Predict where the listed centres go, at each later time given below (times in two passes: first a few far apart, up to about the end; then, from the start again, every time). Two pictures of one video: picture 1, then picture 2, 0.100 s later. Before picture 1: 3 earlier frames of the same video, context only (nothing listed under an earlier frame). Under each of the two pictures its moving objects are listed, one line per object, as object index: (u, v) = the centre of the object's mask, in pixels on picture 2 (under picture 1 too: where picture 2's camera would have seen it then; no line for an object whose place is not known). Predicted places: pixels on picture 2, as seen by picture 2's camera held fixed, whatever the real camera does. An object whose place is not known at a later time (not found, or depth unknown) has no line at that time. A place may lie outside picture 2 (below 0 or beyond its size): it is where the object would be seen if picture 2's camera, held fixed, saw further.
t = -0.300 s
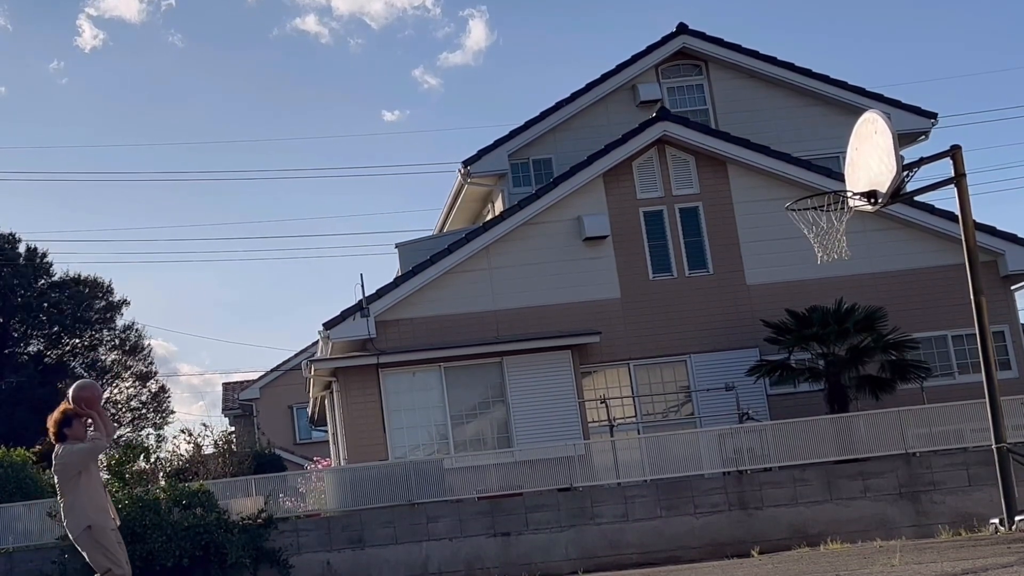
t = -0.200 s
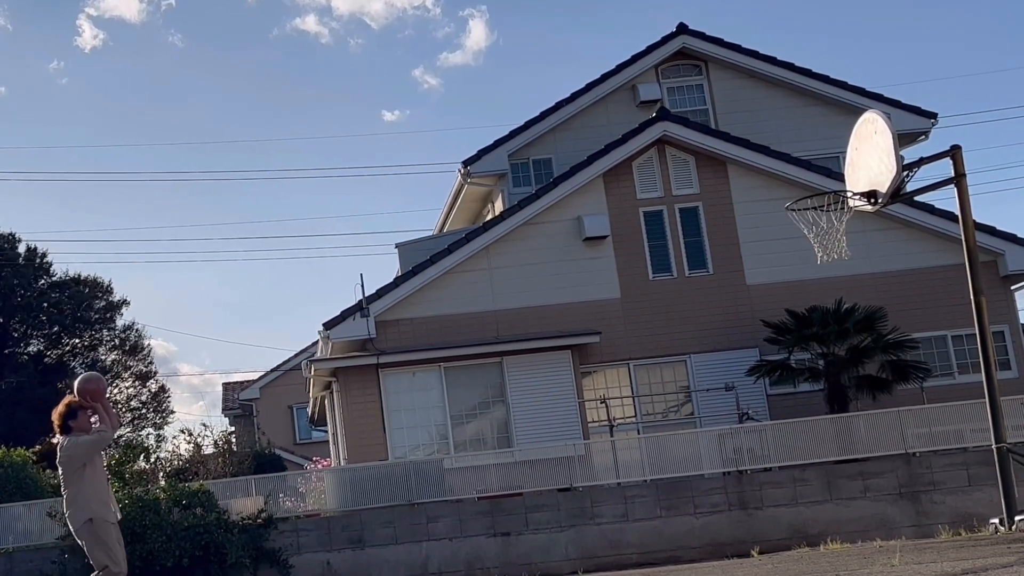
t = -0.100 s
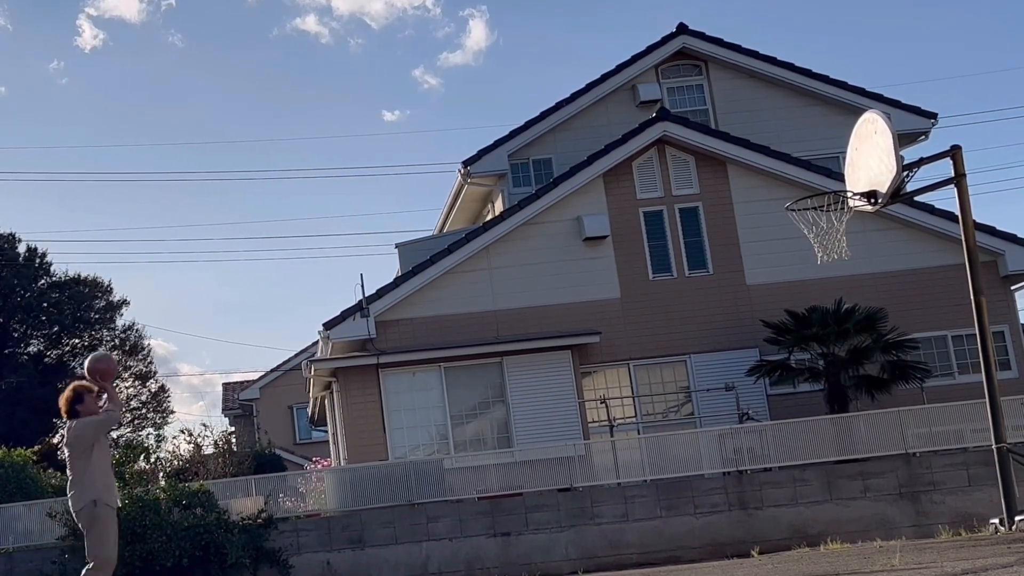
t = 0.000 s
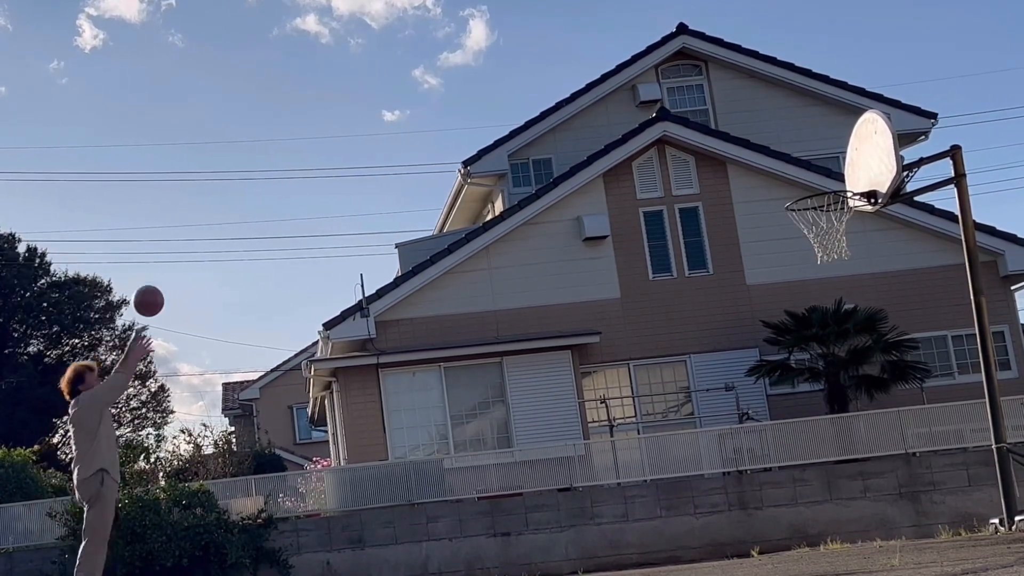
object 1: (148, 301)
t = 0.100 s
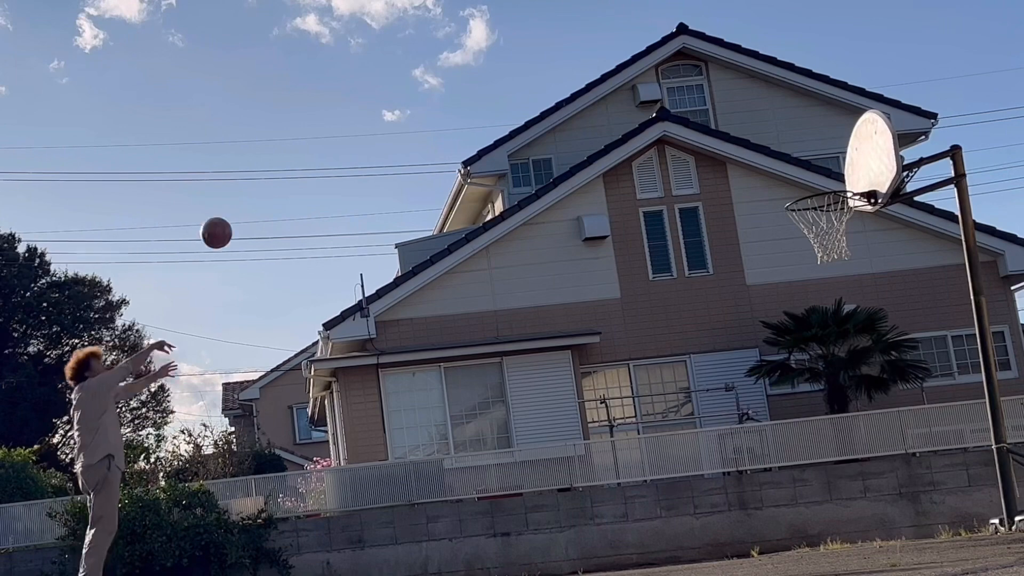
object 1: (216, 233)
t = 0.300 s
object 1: (352, 138)
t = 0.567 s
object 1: (536, 92)
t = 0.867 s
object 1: (758, 143)
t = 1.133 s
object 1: (823, 192)
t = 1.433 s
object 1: (777, 262)
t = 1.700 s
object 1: (756, 408)
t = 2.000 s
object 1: (686, 485)
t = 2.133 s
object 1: (624, 441)
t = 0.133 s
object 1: (239, 213)
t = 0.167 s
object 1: (261, 195)
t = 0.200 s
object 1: (284, 179)
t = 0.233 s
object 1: (307, 164)
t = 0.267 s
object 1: (329, 150)
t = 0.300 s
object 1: (352, 138)
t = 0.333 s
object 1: (375, 127)
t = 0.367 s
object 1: (397, 118)
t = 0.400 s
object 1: (420, 110)
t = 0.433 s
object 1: (443, 104)
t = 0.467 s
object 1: (466, 99)
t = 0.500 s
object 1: (489, 95)
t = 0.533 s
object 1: (513, 93)
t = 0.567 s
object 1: (536, 92)
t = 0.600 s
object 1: (560, 92)
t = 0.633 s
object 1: (583, 94)
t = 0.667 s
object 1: (608, 97)
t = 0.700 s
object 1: (632, 101)
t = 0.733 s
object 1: (657, 107)
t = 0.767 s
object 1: (682, 114)
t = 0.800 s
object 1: (706, 122)
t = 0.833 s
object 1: (732, 132)
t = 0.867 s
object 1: (758, 143)
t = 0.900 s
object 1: (784, 156)
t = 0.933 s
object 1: (811, 170)
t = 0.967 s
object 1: (836, 182)
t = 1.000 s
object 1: (845, 189)
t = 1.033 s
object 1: (842, 188)
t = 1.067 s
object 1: (835, 187)
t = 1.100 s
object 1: (828, 188)
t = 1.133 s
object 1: (823, 192)
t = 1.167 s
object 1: (818, 194)
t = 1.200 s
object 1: (815, 198)
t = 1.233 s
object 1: (803, 203)
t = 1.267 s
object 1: (795, 212)
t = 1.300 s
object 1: (794, 219)
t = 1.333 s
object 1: (787, 228)
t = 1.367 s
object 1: (785, 237)
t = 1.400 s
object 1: (780, 249)
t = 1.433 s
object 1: (777, 262)
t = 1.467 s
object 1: (773, 275)
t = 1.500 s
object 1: (769, 291)
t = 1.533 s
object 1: (768, 308)
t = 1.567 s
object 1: (764, 325)
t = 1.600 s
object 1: (762, 344)
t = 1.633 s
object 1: (760, 363)
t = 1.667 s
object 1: (757, 385)
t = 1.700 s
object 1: (756, 408)
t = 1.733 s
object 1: (755, 431)
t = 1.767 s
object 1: (753, 457)
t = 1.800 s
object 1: (753, 484)
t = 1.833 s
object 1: (752, 511)
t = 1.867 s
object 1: (752, 540)
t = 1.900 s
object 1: (739, 533)
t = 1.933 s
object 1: (720, 515)
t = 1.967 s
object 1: (703, 499)
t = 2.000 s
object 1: (686, 485)
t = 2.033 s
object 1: (669, 472)
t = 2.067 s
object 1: (654, 460)
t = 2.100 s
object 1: (638, 450)
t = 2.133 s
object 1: (624, 441)
